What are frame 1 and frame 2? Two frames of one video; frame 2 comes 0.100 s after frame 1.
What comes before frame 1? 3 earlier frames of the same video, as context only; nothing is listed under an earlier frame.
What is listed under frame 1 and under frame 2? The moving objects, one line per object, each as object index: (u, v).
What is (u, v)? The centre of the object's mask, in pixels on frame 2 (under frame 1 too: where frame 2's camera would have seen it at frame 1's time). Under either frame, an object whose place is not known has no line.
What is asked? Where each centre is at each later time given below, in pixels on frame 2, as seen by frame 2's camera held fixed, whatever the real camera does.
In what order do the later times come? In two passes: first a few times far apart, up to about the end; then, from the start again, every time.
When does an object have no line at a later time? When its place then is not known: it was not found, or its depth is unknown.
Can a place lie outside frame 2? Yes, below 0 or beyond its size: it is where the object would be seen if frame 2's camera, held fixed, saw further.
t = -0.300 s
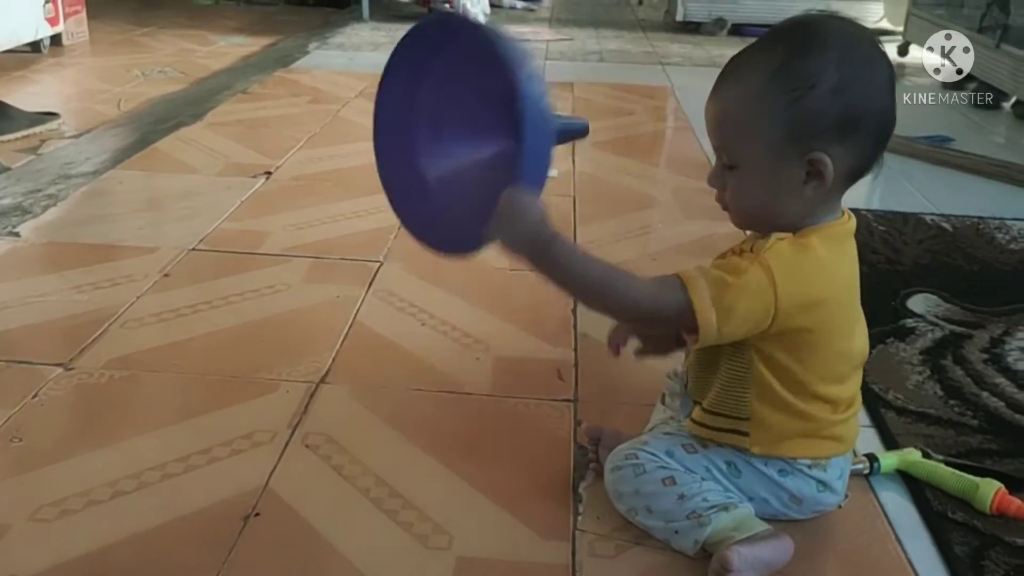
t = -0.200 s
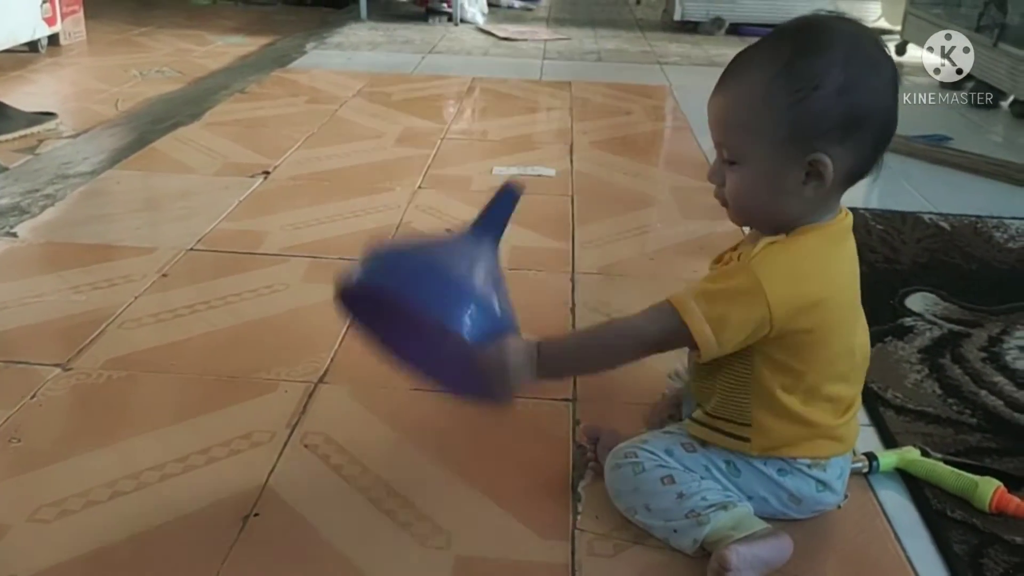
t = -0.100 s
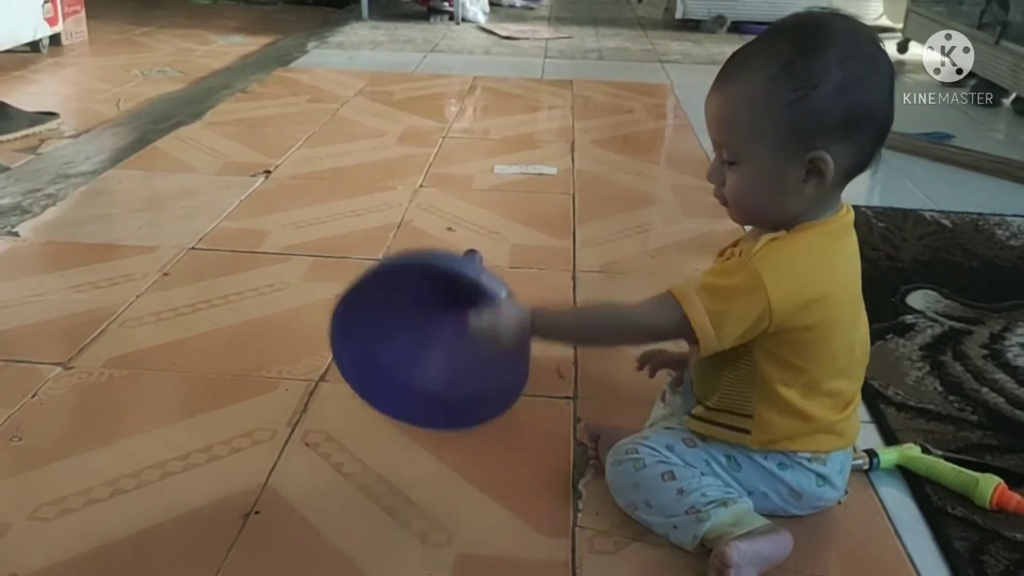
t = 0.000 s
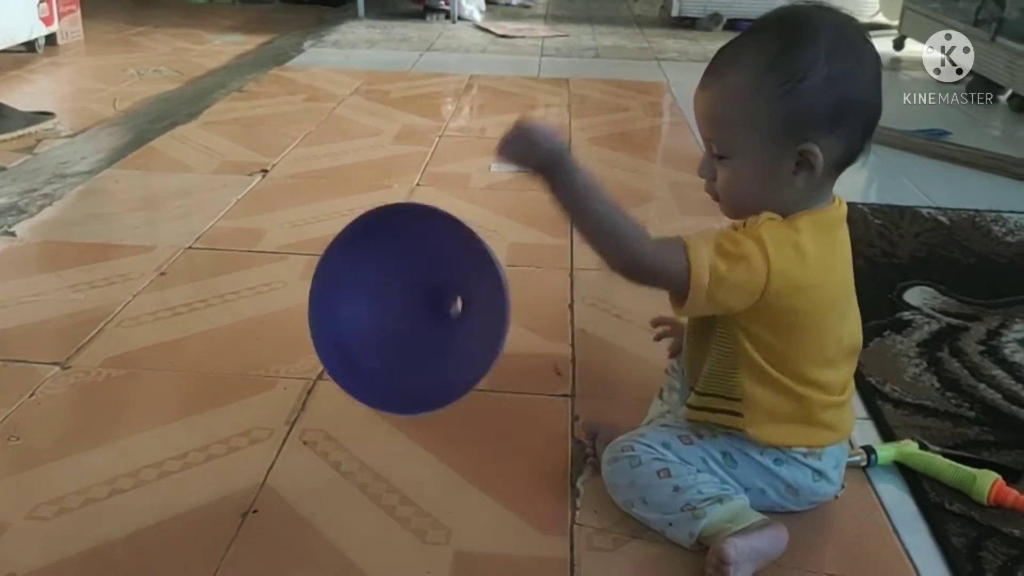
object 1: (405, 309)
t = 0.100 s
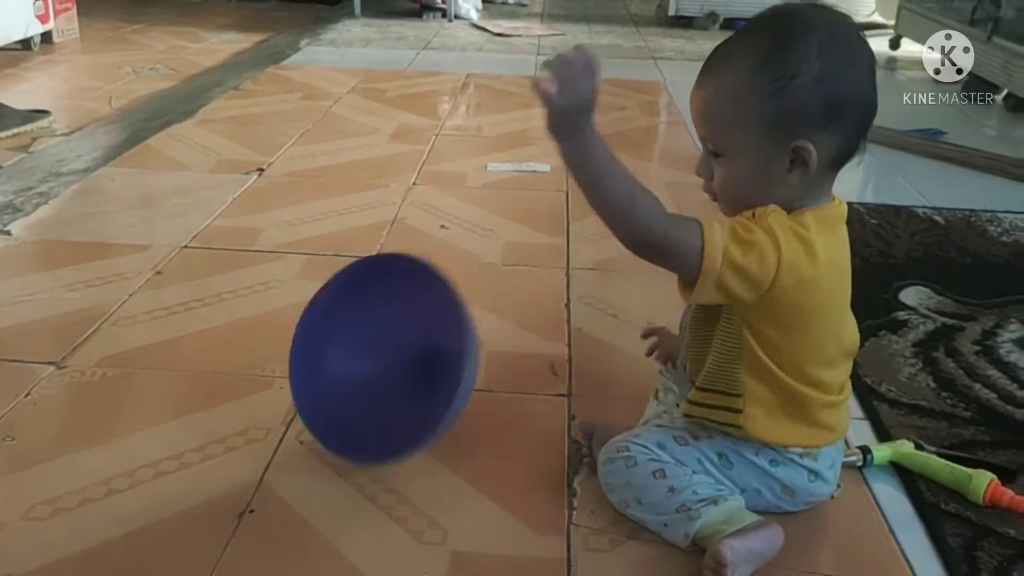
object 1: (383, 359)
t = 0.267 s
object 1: (336, 364)
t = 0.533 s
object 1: (303, 384)
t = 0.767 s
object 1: (304, 365)
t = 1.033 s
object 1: (315, 347)
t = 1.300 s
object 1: (322, 330)
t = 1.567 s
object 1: (329, 317)
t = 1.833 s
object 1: (336, 311)
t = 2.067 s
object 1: (335, 311)
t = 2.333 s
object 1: (328, 318)
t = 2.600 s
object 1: (321, 328)
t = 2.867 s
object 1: (317, 345)
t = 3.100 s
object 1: (305, 358)
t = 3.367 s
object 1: (308, 375)
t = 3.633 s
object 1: (324, 389)
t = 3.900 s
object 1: (339, 396)
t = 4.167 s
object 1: (343, 398)
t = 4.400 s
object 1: (337, 395)
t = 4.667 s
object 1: (322, 388)
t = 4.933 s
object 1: (307, 375)
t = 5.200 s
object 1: (305, 360)
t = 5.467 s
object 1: (314, 348)
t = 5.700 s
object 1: (317, 338)
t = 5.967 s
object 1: (319, 332)
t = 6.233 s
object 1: (319, 336)
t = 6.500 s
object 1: (314, 347)
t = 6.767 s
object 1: (305, 359)
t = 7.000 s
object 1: (305, 370)
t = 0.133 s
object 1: (374, 380)
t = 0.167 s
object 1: (366, 372)
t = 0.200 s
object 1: (355, 360)
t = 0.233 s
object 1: (346, 358)
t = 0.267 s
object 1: (336, 364)
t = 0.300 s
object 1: (327, 380)
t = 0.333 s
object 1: (319, 396)
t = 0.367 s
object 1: (318, 388)
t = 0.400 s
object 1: (315, 386)
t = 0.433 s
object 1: (311, 387)
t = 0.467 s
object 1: (306, 387)
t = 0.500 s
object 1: (303, 385)
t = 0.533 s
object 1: (303, 384)
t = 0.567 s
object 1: (303, 380)
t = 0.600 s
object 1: (301, 377)
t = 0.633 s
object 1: (301, 374)
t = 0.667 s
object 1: (302, 371)
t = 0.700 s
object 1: (303, 369)
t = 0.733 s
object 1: (304, 367)
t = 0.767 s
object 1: (304, 365)
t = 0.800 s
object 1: (305, 362)
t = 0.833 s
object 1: (305, 359)
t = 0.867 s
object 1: (306, 357)
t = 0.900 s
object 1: (308, 355)
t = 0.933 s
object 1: (309, 353)
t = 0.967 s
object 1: (310, 350)
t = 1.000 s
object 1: (313, 348)
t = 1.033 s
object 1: (315, 347)
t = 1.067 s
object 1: (317, 345)
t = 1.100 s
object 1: (318, 342)
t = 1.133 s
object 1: (318, 340)
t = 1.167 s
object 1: (318, 337)
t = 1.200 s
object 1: (319, 335)
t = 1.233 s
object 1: (320, 333)
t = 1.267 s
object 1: (321, 331)
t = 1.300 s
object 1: (322, 330)
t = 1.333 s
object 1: (322, 328)
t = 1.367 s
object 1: (322, 327)
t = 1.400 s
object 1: (323, 325)
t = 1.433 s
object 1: (323, 323)
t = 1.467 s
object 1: (324, 321)
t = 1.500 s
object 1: (326, 319)
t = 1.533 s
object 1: (328, 318)
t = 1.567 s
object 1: (329, 317)
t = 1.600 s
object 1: (331, 315)
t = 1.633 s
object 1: (332, 314)
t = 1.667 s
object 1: (333, 313)
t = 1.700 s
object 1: (334, 313)
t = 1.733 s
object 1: (334, 312)
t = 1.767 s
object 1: (335, 312)
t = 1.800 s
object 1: (335, 311)
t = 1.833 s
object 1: (336, 311)
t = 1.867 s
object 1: (336, 311)
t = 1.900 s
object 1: (337, 310)
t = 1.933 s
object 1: (337, 311)
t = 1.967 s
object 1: (337, 310)
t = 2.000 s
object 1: (337, 310)
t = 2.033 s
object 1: (336, 311)
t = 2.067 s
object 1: (335, 311)
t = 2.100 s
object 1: (335, 312)
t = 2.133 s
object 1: (334, 312)
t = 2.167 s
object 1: (333, 312)
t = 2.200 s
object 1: (333, 313)
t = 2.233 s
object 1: (332, 314)
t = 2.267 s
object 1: (331, 315)
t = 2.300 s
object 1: (329, 316)
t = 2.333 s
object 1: (328, 318)
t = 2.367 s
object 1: (326, 319)
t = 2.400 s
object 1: (325, 321)
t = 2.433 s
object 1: (324, 322)
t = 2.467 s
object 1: (324, 324)
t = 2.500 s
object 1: (323, 325)
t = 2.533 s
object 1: (322, 326)
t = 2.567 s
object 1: (321, 327)
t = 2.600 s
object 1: (321, 328)
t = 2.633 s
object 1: (320, 330)
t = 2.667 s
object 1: (319, 331)
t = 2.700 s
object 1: (319, 333)
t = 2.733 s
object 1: (318, 335)
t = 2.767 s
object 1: (318, 337)
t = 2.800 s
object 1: (318, 340)
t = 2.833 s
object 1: (318, 343)
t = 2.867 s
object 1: (317, 345)
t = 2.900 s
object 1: (315, 346)
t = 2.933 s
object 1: (312, 348)
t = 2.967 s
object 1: (311, 350)
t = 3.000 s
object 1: (309, 352)
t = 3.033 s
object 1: (308, 355)
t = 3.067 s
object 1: (306, 357)
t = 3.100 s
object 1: (305, 358)
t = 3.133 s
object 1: (305, 361)
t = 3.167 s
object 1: (304, 363)
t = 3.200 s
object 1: (304, 365)
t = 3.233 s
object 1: (304, 367)
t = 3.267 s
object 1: (305, 369)
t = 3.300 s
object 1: (306, 370)
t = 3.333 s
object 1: (307, 373)
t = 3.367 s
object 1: (308, 375)
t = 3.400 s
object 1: (309, 377)
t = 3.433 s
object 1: (311, 379)
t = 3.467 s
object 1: (312, 381)
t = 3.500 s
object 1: (315, 383)
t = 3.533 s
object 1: (317, 385)
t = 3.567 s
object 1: (320, 386)
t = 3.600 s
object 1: (322, 387)
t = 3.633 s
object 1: (324, 389)
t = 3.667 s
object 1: (326, 391)
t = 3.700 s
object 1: (328, 392)
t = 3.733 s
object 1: (330, 393)
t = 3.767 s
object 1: (332, 394)
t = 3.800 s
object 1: (335, 395)
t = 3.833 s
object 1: (336, 395)
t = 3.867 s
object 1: (338, 395)
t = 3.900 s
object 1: (339, 396)
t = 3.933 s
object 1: (340, 397)
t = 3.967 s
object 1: (341, 397)
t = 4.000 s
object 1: (342, 397)
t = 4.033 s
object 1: (342, 397)
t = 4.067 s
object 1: (343, 397)
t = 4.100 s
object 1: (343, 397)
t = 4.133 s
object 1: (343, 398)
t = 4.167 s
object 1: (343, 398)
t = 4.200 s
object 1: (343, 398)
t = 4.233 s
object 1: (343, 397)
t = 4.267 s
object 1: (342, 397)
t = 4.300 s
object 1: (341, 397)
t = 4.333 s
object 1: (340, 397)
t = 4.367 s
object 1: (338, 396)
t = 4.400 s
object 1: (337, 395)
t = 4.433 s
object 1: (335, 394)
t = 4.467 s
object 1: (333, 394)
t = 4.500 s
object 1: (332, 393)
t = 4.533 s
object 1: (330, 392)
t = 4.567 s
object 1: (329, 391)
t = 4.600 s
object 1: (327, 390)
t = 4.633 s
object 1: (324, 389)
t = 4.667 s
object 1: (322, 388)
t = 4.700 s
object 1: (320, 387)
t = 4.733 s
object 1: (317, 385)
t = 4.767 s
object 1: (315, 383)
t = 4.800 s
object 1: (313, 382)
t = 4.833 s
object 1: (312, 380)
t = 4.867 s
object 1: (310, 378)
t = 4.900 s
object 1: (309, 376)
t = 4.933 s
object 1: (307, 375)
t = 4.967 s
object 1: (306, 373)
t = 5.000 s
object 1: (305, 371)
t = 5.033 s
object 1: (305, 369)
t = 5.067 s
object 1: (304, 367)
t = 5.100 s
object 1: (304, 366)
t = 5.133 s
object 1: (304, 364)
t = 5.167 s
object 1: (305, 362)
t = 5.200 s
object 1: (305, 360)
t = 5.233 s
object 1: (306, 359)
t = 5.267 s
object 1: (307, 356)
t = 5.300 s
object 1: (307, 355)
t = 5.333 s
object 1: (308, 353)
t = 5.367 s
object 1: (309, 352)
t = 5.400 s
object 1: (311, 350)
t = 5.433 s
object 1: (312, 349)
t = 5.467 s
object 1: (314, 348)
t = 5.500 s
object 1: (316, 346)
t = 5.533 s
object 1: (317, 345)
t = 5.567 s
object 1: (317, 344)
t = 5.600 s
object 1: (317, 342)
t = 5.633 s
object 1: (317, 340)
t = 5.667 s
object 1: (317, 339)
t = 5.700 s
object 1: (317, 338)
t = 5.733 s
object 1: (318, 336)
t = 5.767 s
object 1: (318, 336)
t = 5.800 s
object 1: (318, 335)
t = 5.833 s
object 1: (319, 334)
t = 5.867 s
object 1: (319, 333)
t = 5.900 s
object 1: (319, 333)
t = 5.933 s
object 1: (319, 333)
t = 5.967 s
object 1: (319, 332)
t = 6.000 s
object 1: (319, 333)
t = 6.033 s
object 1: (319, 333)
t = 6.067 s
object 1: (319, 333)
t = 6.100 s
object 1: (319, 333)
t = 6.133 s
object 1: (319, 333)
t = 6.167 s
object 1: (319, 334)
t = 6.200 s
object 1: (319, 335)
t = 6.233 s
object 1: (319, 336)
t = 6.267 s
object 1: (318, 337)
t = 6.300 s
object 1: (318, 338)
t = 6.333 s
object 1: (318, 340)
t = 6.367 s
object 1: (318, 341)
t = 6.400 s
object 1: (318, 343)
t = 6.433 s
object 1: (318, 345)
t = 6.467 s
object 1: (316, 346)
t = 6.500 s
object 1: (314, 347)
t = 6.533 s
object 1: (313, 348)
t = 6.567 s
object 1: (312, 350)
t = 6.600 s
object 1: (310, 352)
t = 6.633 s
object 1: (309, 353)
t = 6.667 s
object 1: (307, 355)
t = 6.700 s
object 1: (306, 356)
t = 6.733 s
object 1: (306, 358)
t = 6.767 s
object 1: (305, 359)
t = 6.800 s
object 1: (305, 361)
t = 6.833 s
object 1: (305, 362)
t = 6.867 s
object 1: (304, 364)
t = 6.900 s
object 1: (304, 366)
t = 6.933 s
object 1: (304, 367)
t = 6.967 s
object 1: (305, 368)
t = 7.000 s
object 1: (305, 370)
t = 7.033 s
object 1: (305, 372)
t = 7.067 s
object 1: (306, 373)
